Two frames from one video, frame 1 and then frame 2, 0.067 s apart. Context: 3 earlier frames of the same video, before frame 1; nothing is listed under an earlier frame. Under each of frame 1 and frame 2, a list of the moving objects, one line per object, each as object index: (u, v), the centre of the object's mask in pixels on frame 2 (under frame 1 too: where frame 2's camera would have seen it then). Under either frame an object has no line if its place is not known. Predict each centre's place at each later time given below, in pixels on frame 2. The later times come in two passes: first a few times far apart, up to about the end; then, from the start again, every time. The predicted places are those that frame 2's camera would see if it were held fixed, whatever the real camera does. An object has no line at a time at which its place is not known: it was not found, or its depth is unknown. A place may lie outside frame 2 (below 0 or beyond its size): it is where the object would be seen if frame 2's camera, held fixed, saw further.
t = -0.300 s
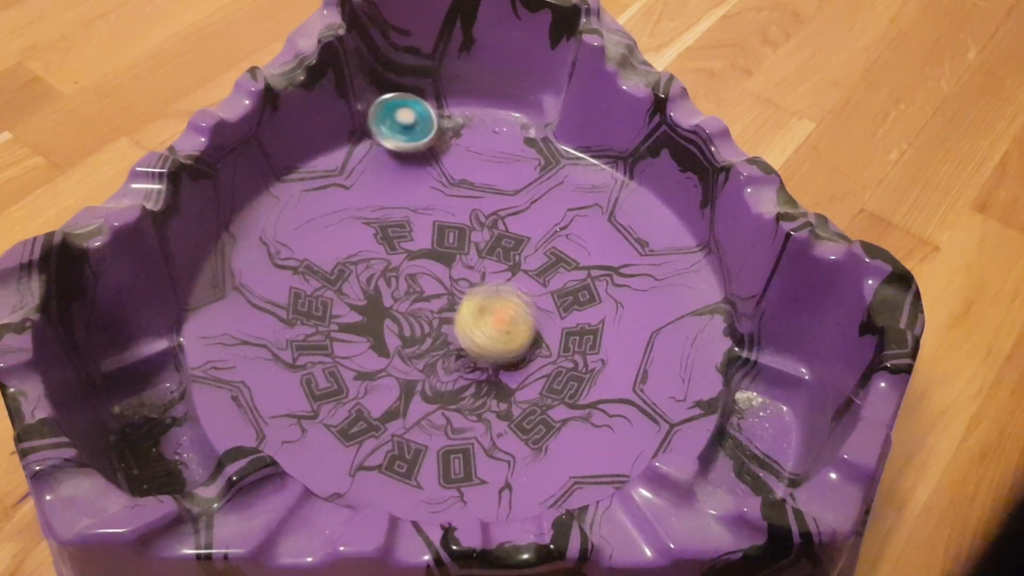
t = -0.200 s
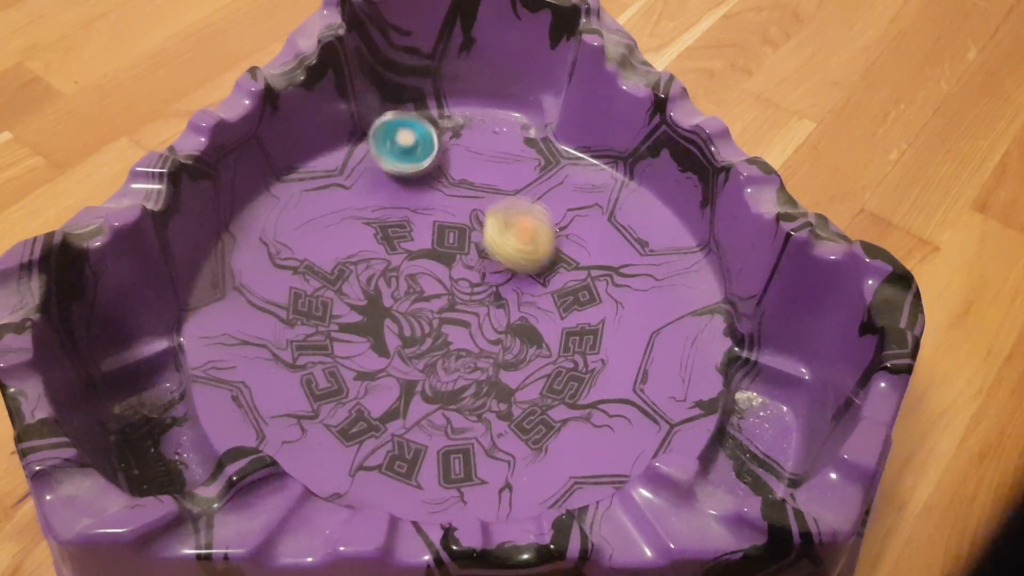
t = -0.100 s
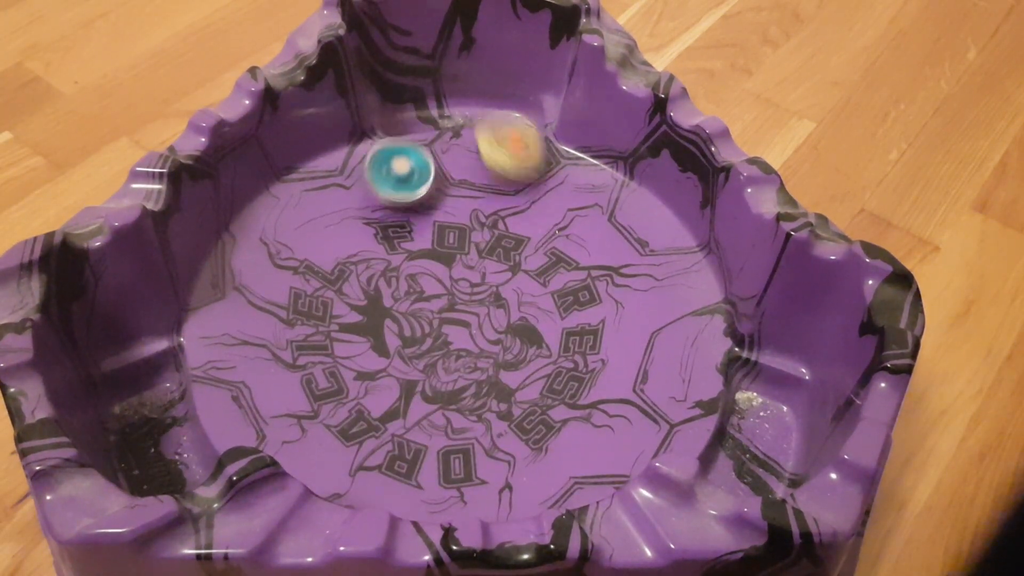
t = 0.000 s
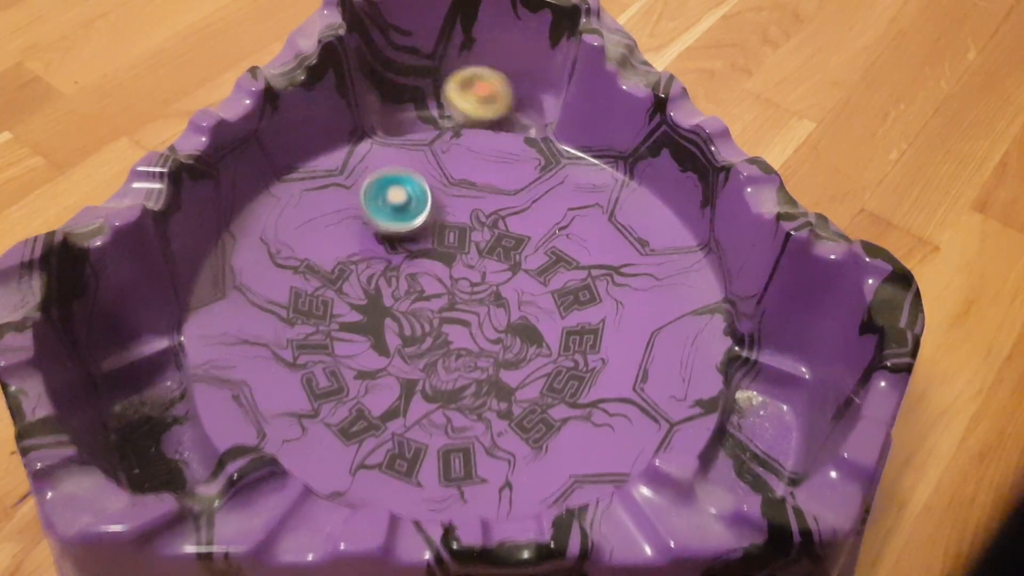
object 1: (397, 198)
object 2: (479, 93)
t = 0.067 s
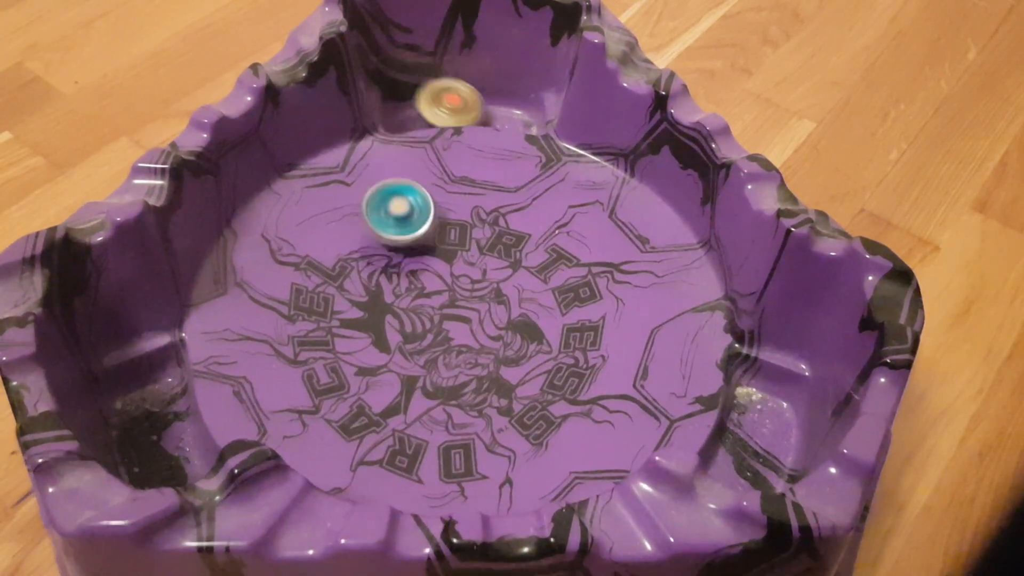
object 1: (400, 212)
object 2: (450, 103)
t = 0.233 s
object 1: (436, 246)
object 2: (444, 105)
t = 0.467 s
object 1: (533, 271)
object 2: (458, 105)
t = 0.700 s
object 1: (602, 249)
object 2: (467, 106)
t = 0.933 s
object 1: (573, 241)
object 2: (467, 107)
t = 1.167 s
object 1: (557, 254)
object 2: (471, 106)
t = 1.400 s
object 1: (562, 301)
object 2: (471, 107)
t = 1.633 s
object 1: (539, 355)
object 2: (476, 106)
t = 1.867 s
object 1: (533, 382)
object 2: (479, 106)
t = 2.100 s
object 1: (497, 387)
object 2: (479, 106)
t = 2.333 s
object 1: (462, 389)
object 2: (479, 106)
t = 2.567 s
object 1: (420, 382)
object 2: (479, 106)
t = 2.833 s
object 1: (387, 371)
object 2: (479, 106)
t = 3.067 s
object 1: (389, 356)
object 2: (479, 106)
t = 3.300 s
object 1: (391, 326)
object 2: (479, 106)
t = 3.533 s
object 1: (398, 288)
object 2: (479, 106)
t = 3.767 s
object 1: (396, 262)
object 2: (479, 106)
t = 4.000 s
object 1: (400, 253)
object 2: (479, 106)
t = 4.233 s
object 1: (430, 261)
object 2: (479, 106)
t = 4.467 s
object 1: (477, 270)
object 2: (479, 106)
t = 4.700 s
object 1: (508, 267)
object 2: (479, 106)
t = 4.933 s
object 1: (522, 274)
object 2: (479, 106)
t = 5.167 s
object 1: (525, 290)
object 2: (479, 106)
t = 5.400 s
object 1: (522, 312)
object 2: (479, 106)
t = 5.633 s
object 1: (514, 334)
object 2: (479, 106)
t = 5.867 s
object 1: (506, 356)
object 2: (479, 106)
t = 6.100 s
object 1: (499, 370)
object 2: (479, 106)
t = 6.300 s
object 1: (483, 370)
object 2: (479, 106)
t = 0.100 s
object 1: (402, 219)
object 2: (441, 105)
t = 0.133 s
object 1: (407, 226)
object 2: (436, 106)
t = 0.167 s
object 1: (415, 233)
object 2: (437, 106)
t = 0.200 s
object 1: (424, 239)
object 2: (440, 106)
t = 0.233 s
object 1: (436, 246)
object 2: (444, 105)
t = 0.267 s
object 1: (448, 252)
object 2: (447, 105)
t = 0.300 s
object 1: (462, 258)
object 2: (449, 105)
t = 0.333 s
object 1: (475, 263)
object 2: (450, 105)
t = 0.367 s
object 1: (489, 267)
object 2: (452, 105)
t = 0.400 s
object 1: (504, 269)
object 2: (453, 105)
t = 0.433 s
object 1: (519, 270)
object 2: (455, 105)
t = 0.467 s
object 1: (533, 271)
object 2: (458, 105)
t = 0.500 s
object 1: (546, 270)
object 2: (460, 105)
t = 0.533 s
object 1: (559, 267)
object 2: (462, 105)
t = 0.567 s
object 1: (571, 264)
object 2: (462, 105)
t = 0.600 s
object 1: (581, 262)
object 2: (465, 105)
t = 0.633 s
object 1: (591, 258)
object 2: (465, 105)
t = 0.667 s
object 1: (598, 253)
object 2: (466, 106)
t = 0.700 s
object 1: (602, 249)
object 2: (467, 106)
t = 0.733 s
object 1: (601, 245)
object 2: (467, 106)
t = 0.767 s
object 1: (599, 242)
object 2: (466, 106)
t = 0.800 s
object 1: (594, 240)
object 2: (464, 106)
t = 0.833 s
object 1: (589, 240)
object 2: (465, 107)
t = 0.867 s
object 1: (583, 240)
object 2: (466, 107)
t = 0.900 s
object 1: (577, 241)
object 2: (467, 107)
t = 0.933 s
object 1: (573, 241)
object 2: (467, 107)
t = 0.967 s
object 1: (568, 242)
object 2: (468, 107)
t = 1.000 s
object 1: (564, 243)
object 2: (469, 107)
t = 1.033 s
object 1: (560, 245)
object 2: (471, 107)
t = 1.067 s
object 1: (558, 247)
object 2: (472, 106)
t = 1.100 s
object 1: (557, 249)
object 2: (471, 106)
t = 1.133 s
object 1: (557, 251)
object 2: (471, 106)
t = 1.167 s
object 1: (557, 254)
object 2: (471, 106)
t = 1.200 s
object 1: (559, 259)
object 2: (469, 105)
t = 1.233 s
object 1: (561, 264)
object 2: (470, 105)
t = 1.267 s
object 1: (562, 272)
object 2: (471, 105)
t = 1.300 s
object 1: (564, 279)
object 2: (471, 104)
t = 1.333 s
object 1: (564, 286)
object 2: (471, 105)
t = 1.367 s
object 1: (563, 294)
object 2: (470, 106)
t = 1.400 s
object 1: (562, 301)
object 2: (471, 107)
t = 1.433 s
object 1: (560, 309)
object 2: (471, 107)
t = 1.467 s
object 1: (556, 316)
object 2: (473, 108)
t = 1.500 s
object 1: (551, 325)
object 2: (474, 107)
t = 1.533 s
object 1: (547, 332)
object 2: (475, 108)
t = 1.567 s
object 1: (543, 340)
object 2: (476, 107)
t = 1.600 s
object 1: (540, 347)
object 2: (476, 107)
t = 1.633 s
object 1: (539, 355)
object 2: (476, 106)
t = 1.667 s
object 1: (538, 361)
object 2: (477, 106)
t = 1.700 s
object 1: (538, 366)
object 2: (478, 106)
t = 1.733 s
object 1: (538, 369)
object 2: (478, 106)
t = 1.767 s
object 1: (538, 373)
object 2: (478, 106)
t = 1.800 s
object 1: (538, 376)
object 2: (478, 106)
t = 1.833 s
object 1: (536, 379)
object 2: (479, 106)
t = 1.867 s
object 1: (533, 382)
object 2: (479, 106)
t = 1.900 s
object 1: (529, 385)
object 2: (479, 106)
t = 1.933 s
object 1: (524, 386)
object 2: (479, 106)
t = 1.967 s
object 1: (519, 388)
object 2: (479, 106)
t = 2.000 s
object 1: (513, 388)
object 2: (479, 106)
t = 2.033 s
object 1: (507, 388)
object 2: (479, 106)
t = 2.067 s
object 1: (502, 388)
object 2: (479, 106)
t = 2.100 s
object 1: (497, 387)
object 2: (479, 106)
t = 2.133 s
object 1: (493, 387)
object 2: (479, 106)
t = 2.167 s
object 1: (488, 387)
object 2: (479, 106)
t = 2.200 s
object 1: (484, 388)
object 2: (479, 106)
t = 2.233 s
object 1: (479, 388)
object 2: (479, 106)
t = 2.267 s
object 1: (474, 388)
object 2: (479, 106)
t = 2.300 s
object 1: (468, 389)
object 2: (479, 106)
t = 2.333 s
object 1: (462, 389)
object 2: (479, 106)
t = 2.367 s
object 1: (455, 389)
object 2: (478, 106)
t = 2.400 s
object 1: (448, 388)
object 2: (479, 106)
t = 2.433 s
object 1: (443, 387)
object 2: (479, 106)
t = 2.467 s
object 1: (437, 386)
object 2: (479, 106)
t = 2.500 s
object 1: (431, 384)
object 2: (479, 106)
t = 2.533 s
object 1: (426, 383)
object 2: (479, 106)
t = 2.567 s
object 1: (420, 382)
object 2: (479, 106)
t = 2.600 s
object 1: (416, 381)
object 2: (479, 106)
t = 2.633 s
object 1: (411, 380)
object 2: (479, 106)
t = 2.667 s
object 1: (406, 379)
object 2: (479, 106)
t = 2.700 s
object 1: (401, 378)
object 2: (479, 106)
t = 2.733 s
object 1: (396, 377)
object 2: (479, 106)
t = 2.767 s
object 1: (392, 375)
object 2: (479, 106)
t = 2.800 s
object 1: (389, 373)
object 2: (478, 106)
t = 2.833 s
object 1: (387, 371)
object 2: (479, 106)
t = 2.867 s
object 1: (387, 370)
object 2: (479, 106)
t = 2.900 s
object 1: (387, 368)
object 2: (479, 106)
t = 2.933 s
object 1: (387, 366)
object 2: (479, 106)
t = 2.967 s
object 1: (388, 364)
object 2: (479, 106)
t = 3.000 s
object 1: (388, 361)
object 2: (479, 106)
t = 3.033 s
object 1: (389, 358)
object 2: (479, 106)
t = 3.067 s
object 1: (389, 356)
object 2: (479, 106)
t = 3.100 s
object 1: (390, 352)
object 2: (479, 106)
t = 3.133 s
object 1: (390, 349)
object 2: (479, 106)
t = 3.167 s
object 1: (391, 345)
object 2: (479, 106)
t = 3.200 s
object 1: (390, 341)
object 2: (479, 106)
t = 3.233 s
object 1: (391, 337)
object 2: (479, 106)
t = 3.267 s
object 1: (391, 331)
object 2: (479, 106)
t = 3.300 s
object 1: (391, 326)
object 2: (479, 106)
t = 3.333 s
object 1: (393, 320)
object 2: (479, 106)
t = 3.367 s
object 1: (394, 314)
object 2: (479, 106)
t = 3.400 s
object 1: (396, 308)
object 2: (478, 106)
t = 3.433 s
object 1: (396, 302)
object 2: (479, 106)
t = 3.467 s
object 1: (397, 298)
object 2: (479, 106)
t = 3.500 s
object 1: (397, 293)
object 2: (479, 106)
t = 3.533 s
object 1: (398, 288)
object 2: (479, 106)
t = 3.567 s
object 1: (398, 283)
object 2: (479, 106)
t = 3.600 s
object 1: (398, 279)
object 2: (479, 106)
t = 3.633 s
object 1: (399, 274)
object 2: (479, 106)
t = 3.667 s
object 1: (399, 270)
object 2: (478, 106)
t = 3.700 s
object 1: (398, 267)
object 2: (479, 106)
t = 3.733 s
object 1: (397, 264)
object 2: (479, 106)
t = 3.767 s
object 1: (396, 262)
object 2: (479, 106)
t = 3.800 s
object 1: (395, 260)
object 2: (479, 106)
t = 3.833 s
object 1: (395, 258)
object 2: (479, 106)
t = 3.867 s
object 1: (394, 256)
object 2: (479, 106)
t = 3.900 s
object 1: (394, 255)
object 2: (479, 106)
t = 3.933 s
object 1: (395, 254)
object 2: (479, 106)
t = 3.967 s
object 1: (397, 253)
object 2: (479, 106)
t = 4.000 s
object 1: (400, 253)
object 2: (479, 106)
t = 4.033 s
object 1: (403, 253)
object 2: (479, 106)
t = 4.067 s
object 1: (406, 254)
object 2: (479, 106)
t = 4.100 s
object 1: (410, 256)
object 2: (479, 106)
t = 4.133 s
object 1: (415, 257)
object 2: (479, 106)
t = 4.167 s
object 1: (419, 258)
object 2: (479, 106)
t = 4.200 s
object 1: (424, 260)
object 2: (479, 106)
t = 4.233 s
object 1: (430, 261)
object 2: (479, 106)
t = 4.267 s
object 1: (435, 262)
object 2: (479, 106)
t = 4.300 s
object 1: (442, 264)
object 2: (479, 106)
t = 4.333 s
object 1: (449, 266)
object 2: (479, 106)
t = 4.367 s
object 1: (456, 267)
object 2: (479, 106)
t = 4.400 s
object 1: (464, 268)
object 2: (479, 106)
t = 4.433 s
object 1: (471, 269)
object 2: (479, 106)
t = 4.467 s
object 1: (477, 270)
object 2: (479, 106)
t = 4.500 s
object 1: (484, 270)
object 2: (479, 106)
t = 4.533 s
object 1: (489, 270)
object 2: (479, 106)
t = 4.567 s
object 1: (493, 269)
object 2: (479, 106)
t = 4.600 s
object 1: (498, 268)
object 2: (479, 106)
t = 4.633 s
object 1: (501, 268)
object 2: (479, 106)
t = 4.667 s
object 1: (505, 267)
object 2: (479, 106)
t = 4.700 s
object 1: (508, 267)
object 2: (479, 106)
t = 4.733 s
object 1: (512, 267)
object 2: (479, 106)
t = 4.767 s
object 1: (515, 267)
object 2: (479, 106)
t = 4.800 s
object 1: (518, 268)
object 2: (479, 106)
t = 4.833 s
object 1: (520, 269)
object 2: (479, 106)
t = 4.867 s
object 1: (521, 271)
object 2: (479, 106)
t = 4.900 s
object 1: (521, 272)
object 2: (479, 106)
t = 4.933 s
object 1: (522, 274)
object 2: (479, 106)
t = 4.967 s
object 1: (522, 276)
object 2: (478, 106)
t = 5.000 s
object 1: (523, 278)
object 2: (479, 106)
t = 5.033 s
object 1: (523, 280)
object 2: (479, 106)
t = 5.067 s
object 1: (524, 282)
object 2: (479, 106)
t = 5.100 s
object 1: (524, 284)
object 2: (479, 106)
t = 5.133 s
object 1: (525, 287)
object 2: (479, 106)
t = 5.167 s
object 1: (525, 290)
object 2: (479, 106)
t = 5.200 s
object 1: (525, 293)
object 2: (479, 106)
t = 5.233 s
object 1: (525, 295)
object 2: (479, 106)
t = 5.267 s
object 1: (525, 298)
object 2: (479, 106)
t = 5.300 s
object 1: (525, 301)
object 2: (479, 106)
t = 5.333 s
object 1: (525, 304)
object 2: (479, 106)
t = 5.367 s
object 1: (524, 308)
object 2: (479, 106)
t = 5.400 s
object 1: (522, 312)
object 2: (479, 106)
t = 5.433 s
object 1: (521, 315)
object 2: (479, 106)
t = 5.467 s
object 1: (520, 318)
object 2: (479, 106)
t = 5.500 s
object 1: (519, 321)
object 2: (479, 106)
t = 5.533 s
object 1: (518, 325)
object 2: (479, 106)
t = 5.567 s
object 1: (516, 328)
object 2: (479, 106)
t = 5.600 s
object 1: (515, 331)
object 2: (479, 106)
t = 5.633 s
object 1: (514, 334)
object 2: (479, 106)
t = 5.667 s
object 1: (512, 338)
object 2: (479, 106)
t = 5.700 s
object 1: (511, 341)
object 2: (479, 106)
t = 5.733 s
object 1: (510, 344)
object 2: (479, 106)
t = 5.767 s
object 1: (509, 348)
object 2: (479, 106)
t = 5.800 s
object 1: (508, 351)
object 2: (479, 106)
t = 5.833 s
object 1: (507, 354)
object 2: (479, 106)
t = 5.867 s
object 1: (506, 356)
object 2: (479, 106)
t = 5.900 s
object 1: (505, 359)
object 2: (479, 106)
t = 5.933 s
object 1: (504, 362)
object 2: (479, 106)
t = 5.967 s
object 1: (503, 364)
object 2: (479, 106)
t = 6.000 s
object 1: (502, 366)
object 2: (479, 106)
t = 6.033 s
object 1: (502, 367)
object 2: (479, 106)
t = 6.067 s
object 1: (500, 369)
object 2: (479, 106)
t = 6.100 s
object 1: (499, 370)
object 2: (479, 106)
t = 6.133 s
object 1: (497, 371)
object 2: (479, 106)
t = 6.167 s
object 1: (495, 371)
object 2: (479, 106)
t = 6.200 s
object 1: (492, 371)
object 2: (479, 106)
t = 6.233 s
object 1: (489, 371)
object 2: (479, 106)
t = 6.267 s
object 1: (487, 371)
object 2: (479, 106)
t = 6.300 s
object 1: (483, 370)
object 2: (479, 106)
